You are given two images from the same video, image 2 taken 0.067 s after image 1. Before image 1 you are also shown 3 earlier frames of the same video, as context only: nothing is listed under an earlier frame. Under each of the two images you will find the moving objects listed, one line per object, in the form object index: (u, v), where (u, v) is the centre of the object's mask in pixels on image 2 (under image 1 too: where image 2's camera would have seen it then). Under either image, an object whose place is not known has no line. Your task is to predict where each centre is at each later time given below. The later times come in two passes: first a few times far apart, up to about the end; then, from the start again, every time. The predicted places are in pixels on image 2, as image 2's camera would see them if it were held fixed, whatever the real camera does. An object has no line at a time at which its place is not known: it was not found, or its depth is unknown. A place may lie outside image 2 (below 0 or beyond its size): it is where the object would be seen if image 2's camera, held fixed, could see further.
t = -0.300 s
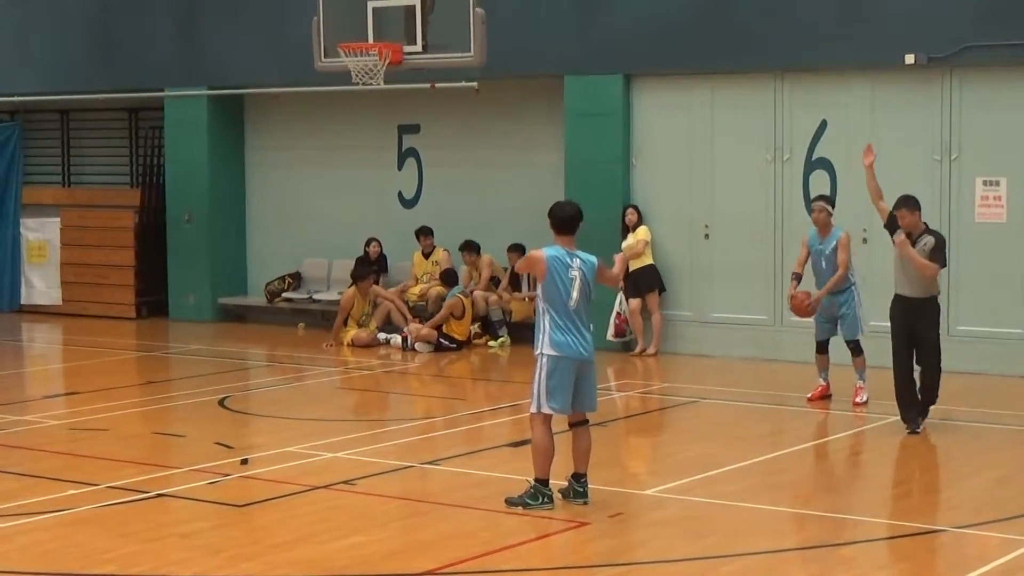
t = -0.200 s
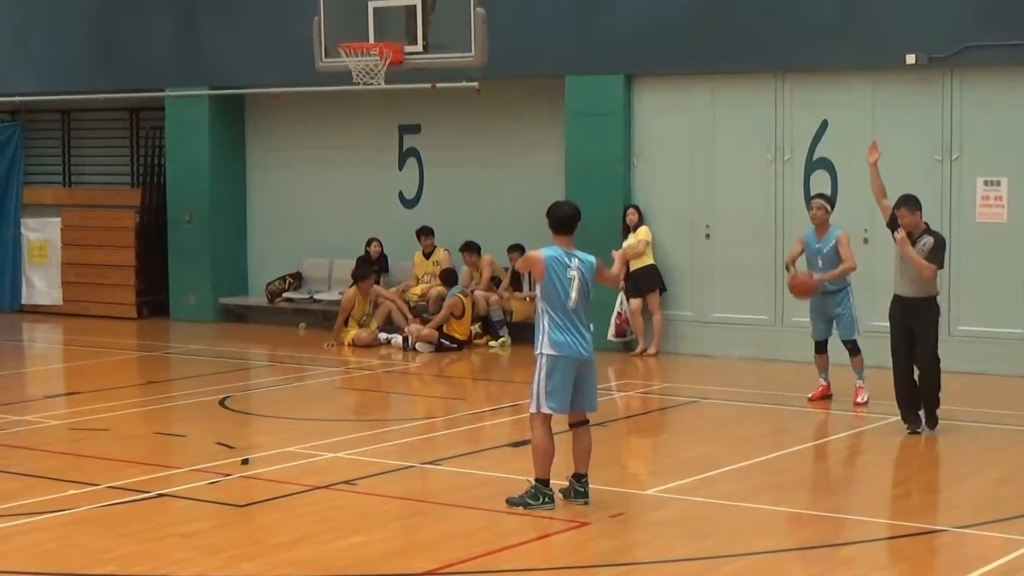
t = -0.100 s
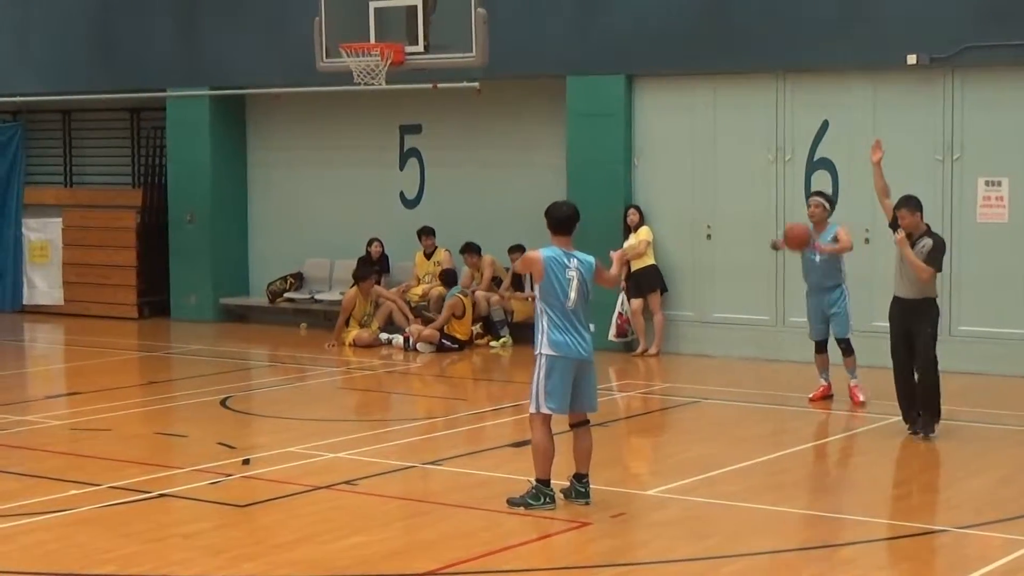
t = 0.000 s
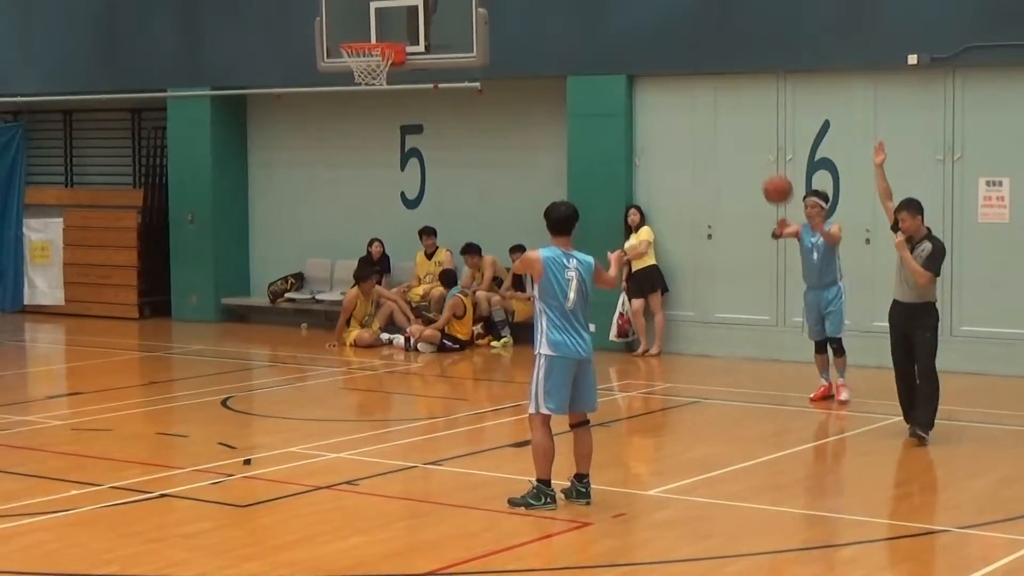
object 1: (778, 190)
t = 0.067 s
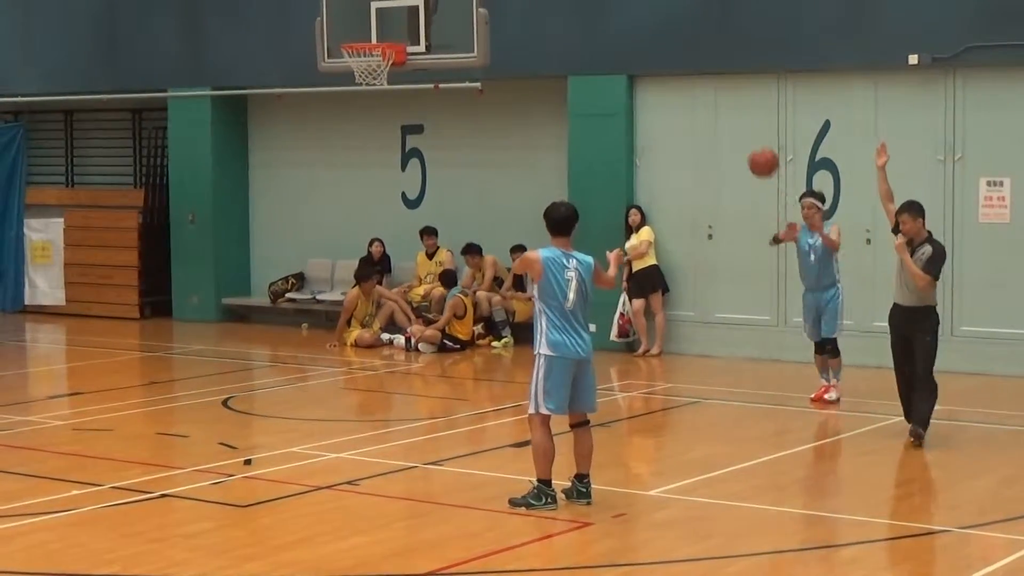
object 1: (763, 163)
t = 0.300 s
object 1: (705, 101)
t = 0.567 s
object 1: (627, 112)
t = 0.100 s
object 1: (755, 150)
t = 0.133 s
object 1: (747, 139)
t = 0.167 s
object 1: (739, 130)
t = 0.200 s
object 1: (731, 120)
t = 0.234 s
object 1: (722, 113)
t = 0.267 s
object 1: (714, 106)
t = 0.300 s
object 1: (705, 101)
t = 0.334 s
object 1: (696, 98)
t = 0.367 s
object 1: (687, 95)
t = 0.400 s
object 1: (677, 94)
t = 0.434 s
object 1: (667, 95)
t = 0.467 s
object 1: (657, 96)
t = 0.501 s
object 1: (647, 100)
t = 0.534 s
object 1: (637, 105)
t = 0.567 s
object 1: (627, 112)
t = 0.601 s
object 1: (616, 121)
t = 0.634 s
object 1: (605, 131)
